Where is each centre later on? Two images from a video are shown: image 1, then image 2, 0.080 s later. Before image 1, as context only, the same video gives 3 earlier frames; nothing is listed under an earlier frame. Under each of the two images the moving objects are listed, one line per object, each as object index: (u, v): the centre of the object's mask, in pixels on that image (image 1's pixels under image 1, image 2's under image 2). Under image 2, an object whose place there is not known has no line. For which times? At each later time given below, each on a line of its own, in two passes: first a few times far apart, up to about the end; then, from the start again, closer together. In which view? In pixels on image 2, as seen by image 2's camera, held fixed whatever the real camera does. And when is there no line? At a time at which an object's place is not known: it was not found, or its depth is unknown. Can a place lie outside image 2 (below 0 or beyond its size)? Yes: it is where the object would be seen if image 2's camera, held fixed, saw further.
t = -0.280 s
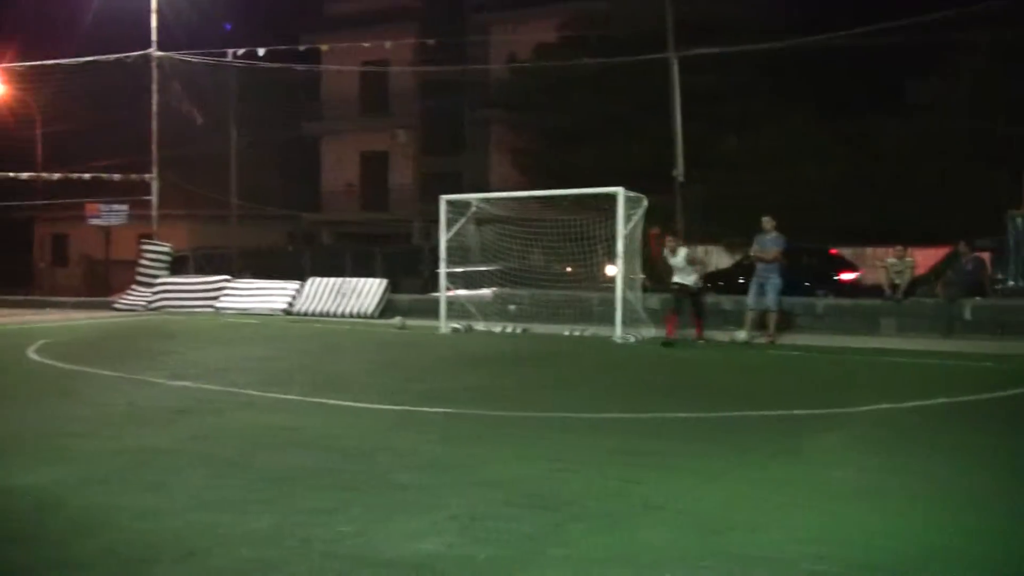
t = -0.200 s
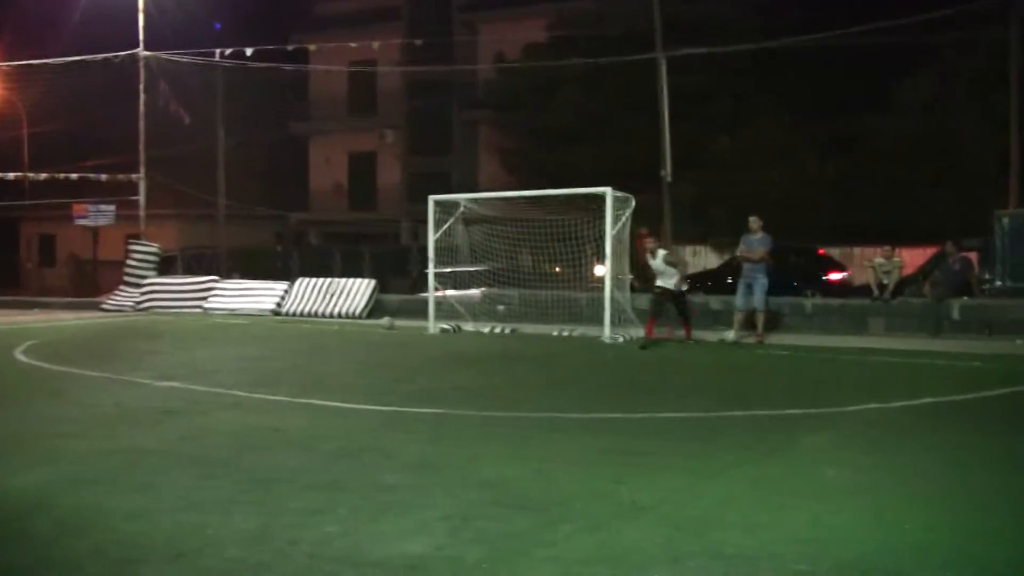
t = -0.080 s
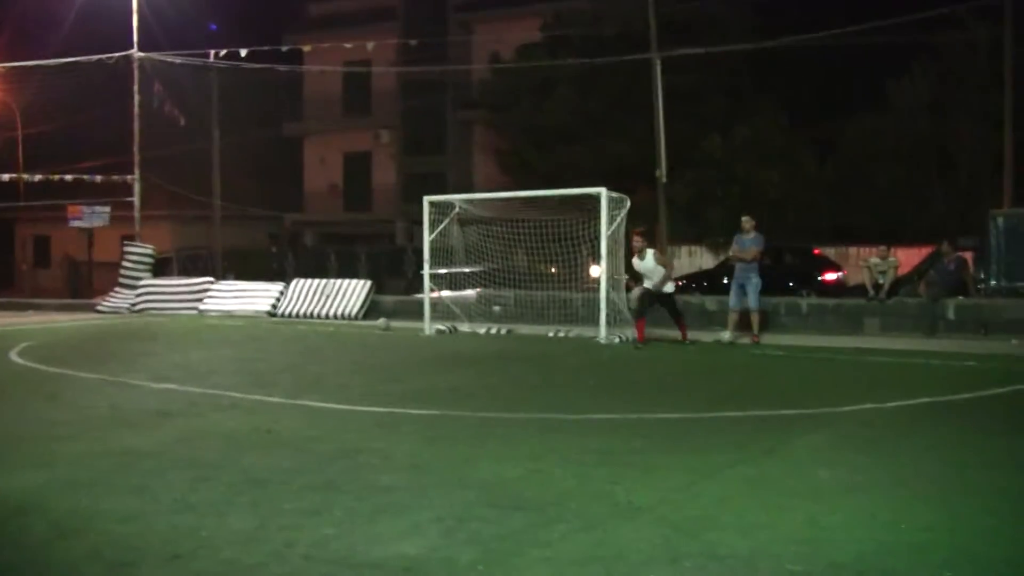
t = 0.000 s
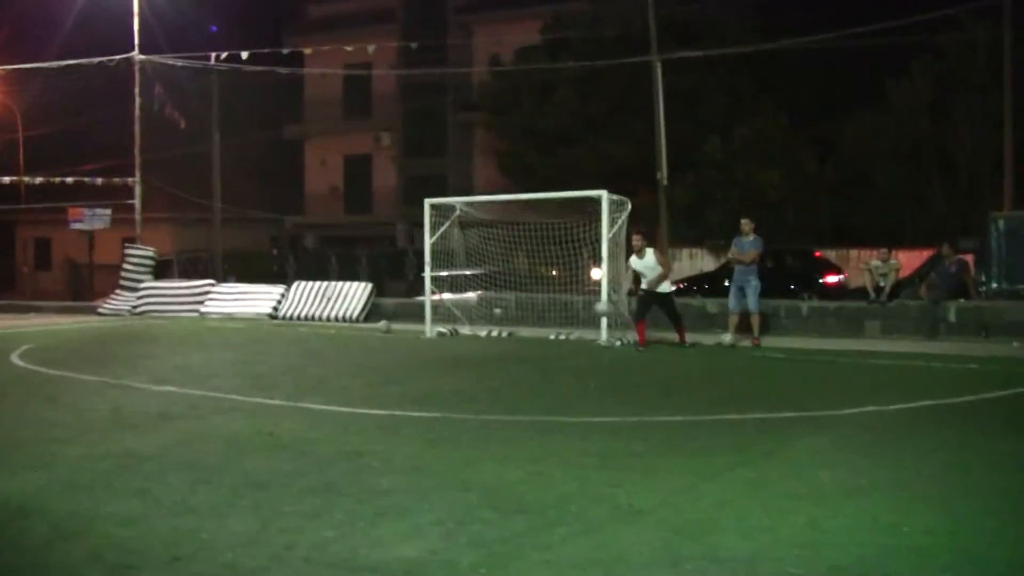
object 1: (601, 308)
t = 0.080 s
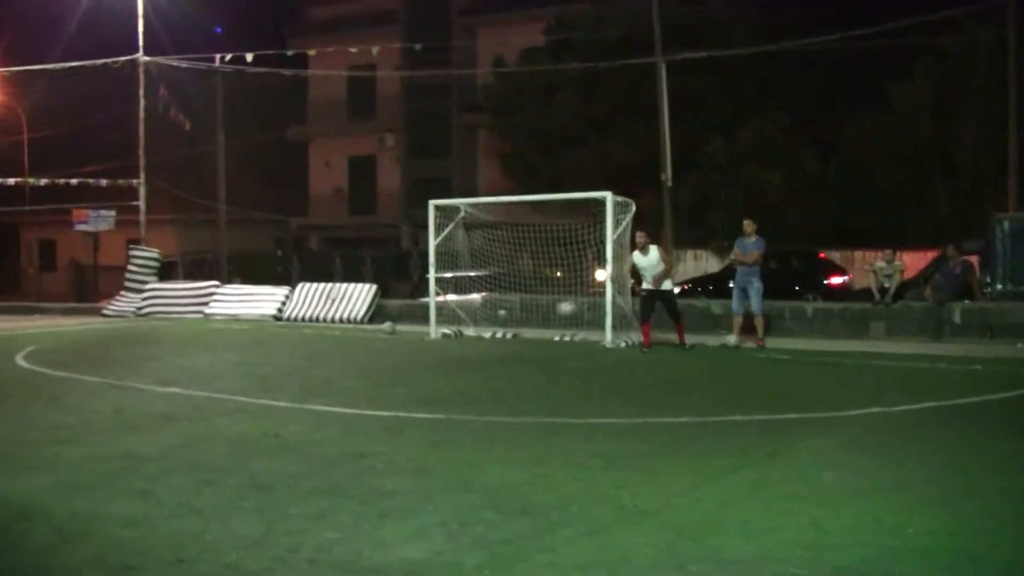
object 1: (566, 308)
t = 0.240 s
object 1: (466, 328)
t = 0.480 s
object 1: (271, 401)
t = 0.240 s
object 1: (466, 328)
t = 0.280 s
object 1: (439, 338)
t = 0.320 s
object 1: (407, 351)
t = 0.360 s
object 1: (373, 366)
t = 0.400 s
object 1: (339, 385)
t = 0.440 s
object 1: (302, 401)
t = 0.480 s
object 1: (271, 401)
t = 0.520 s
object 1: (237, 400)
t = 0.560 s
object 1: (201, 405)
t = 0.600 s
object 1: (164, 410)
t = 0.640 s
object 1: (124, 420)
